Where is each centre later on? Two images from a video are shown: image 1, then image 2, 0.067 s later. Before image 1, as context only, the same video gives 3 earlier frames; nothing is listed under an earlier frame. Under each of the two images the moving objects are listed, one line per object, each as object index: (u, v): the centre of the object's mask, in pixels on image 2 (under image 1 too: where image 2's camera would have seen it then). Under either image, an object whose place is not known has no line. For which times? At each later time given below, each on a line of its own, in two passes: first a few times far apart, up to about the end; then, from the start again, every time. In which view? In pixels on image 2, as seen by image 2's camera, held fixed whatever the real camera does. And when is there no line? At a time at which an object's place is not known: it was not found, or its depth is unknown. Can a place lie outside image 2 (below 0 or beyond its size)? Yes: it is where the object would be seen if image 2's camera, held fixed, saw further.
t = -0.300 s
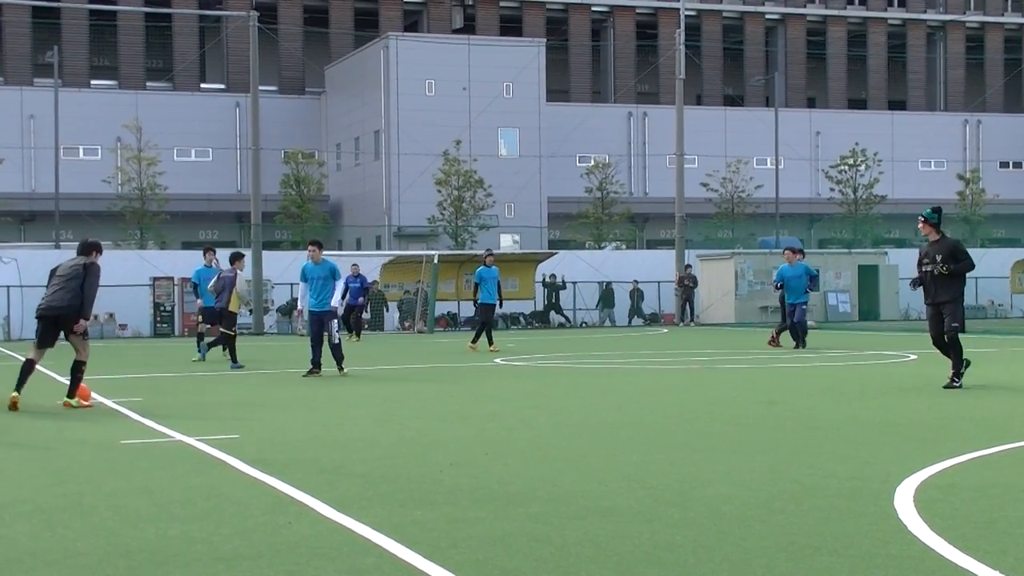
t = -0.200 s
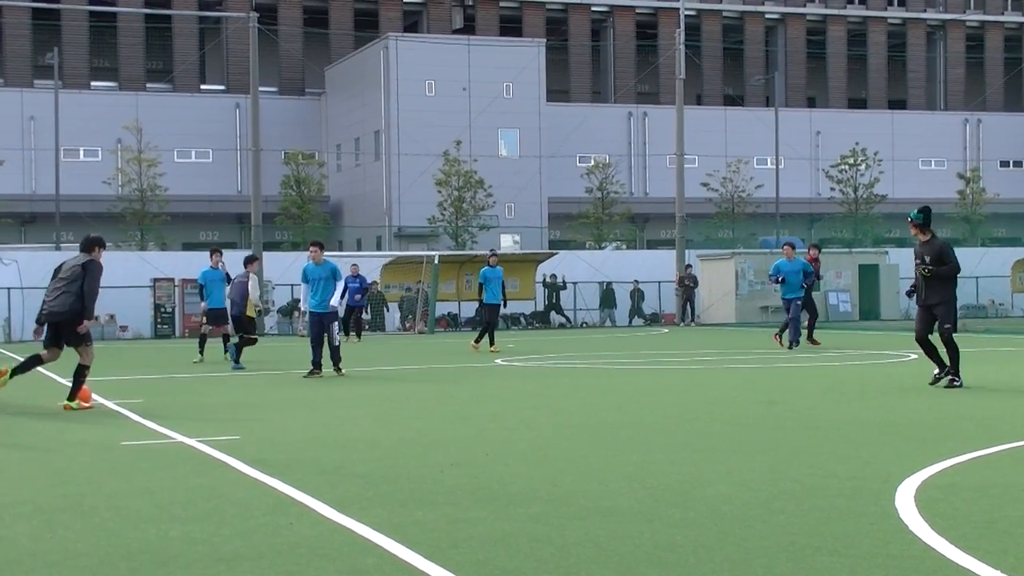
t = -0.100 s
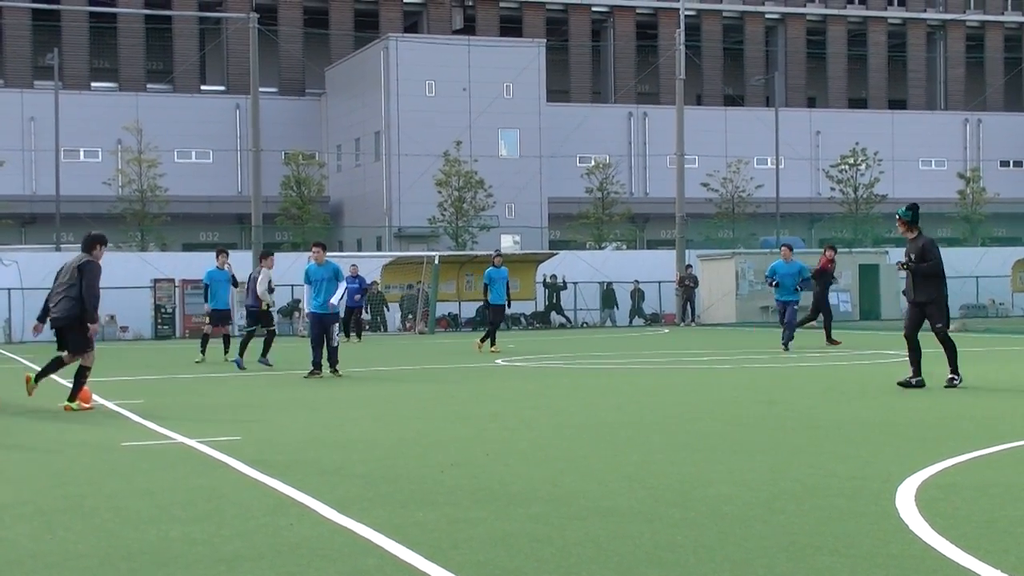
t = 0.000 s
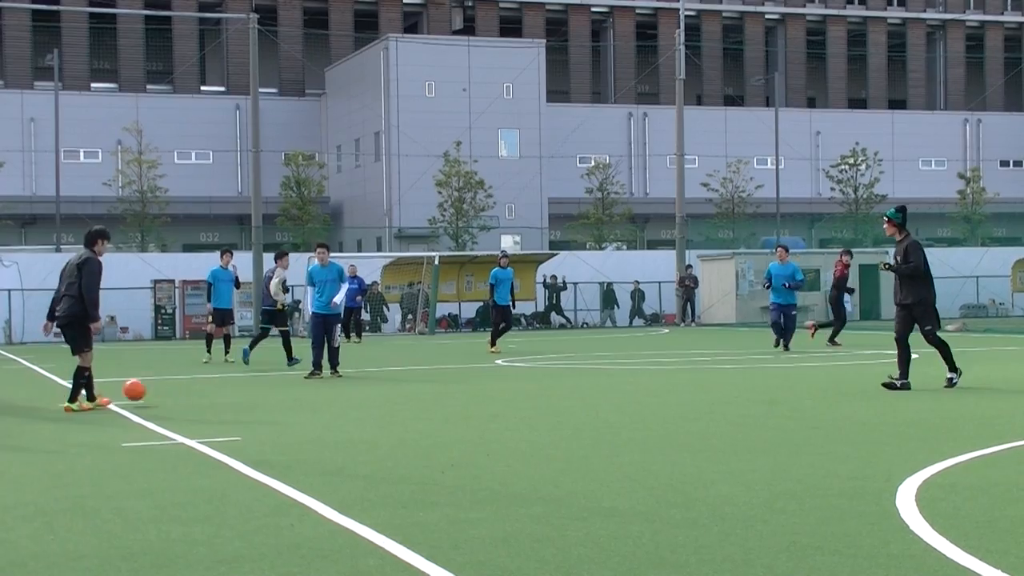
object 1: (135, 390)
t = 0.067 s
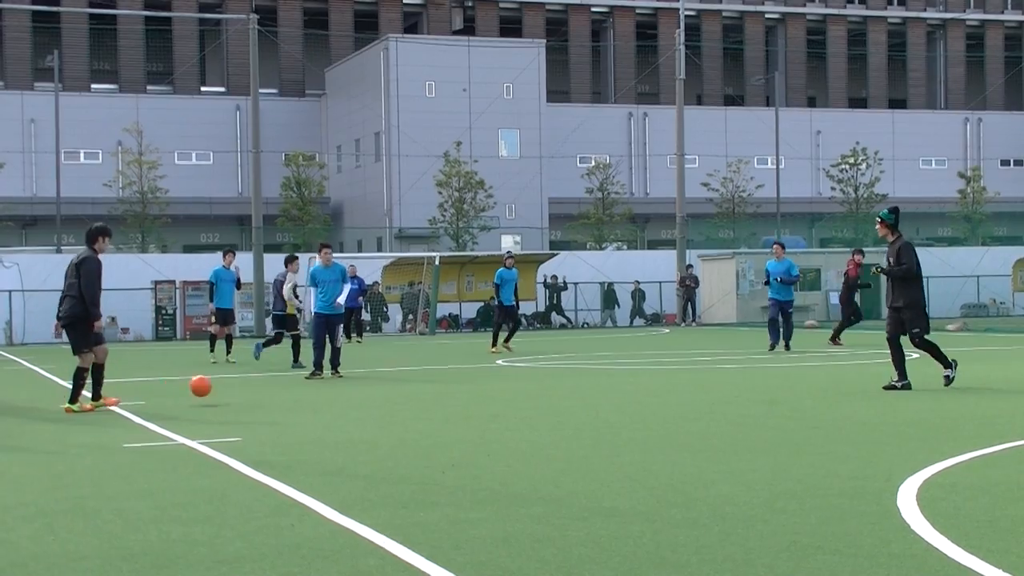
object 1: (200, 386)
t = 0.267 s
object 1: (390, 386)
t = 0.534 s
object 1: (613, 380)
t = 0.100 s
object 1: (233, 385)
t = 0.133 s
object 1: (266, 385)
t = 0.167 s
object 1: (297, 386)
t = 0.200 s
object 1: (330, 389)
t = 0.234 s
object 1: (360, 388)
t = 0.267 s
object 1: (390, 386)
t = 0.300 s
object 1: (420, 385)
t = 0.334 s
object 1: (449, 385)
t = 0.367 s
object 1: (478, 385)
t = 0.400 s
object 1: (505, 383)
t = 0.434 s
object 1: (533, 382)
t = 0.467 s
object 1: (560, 382)
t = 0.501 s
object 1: (587, 382)
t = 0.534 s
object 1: (613, 380)
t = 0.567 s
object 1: (639, 380)
